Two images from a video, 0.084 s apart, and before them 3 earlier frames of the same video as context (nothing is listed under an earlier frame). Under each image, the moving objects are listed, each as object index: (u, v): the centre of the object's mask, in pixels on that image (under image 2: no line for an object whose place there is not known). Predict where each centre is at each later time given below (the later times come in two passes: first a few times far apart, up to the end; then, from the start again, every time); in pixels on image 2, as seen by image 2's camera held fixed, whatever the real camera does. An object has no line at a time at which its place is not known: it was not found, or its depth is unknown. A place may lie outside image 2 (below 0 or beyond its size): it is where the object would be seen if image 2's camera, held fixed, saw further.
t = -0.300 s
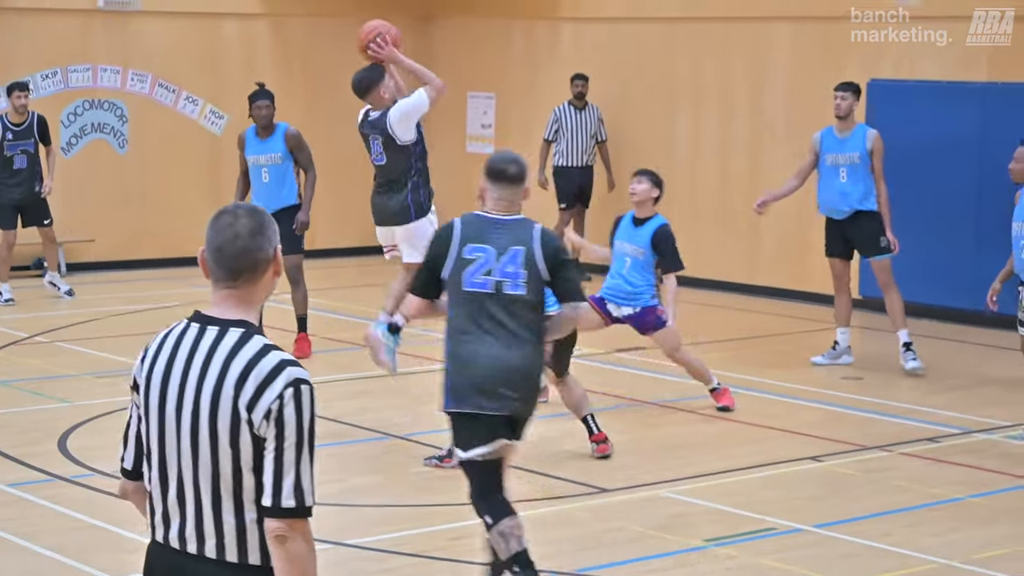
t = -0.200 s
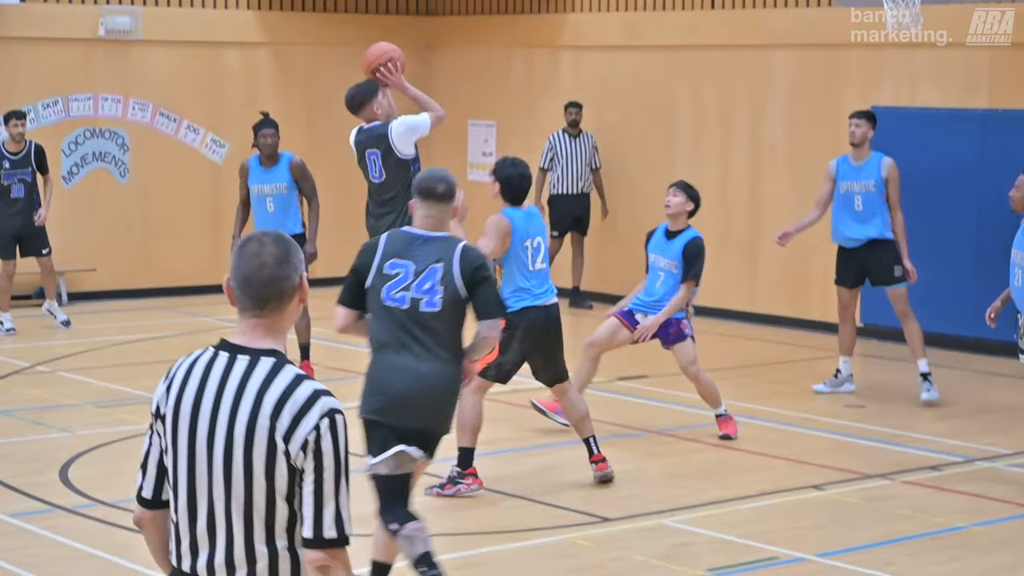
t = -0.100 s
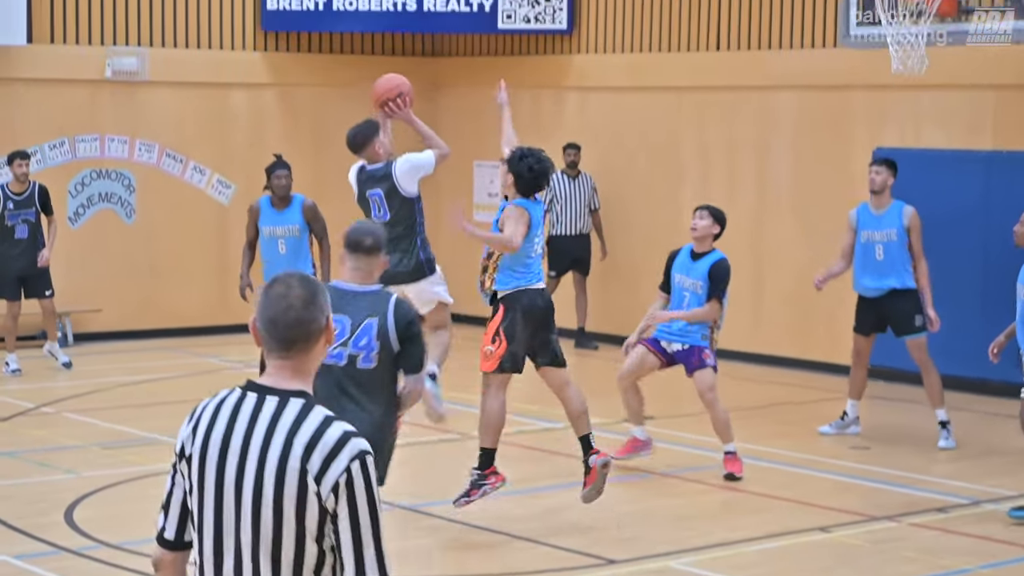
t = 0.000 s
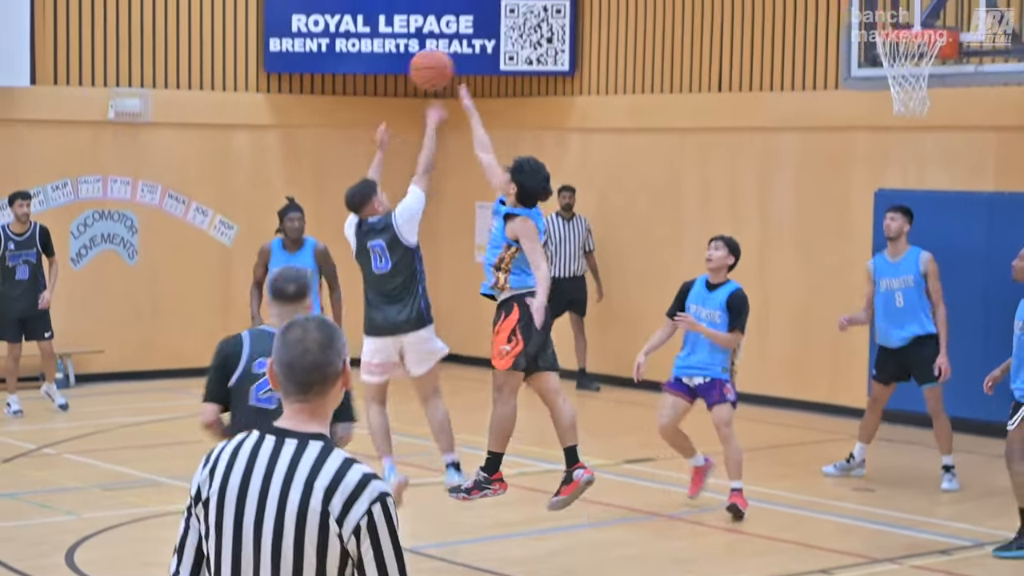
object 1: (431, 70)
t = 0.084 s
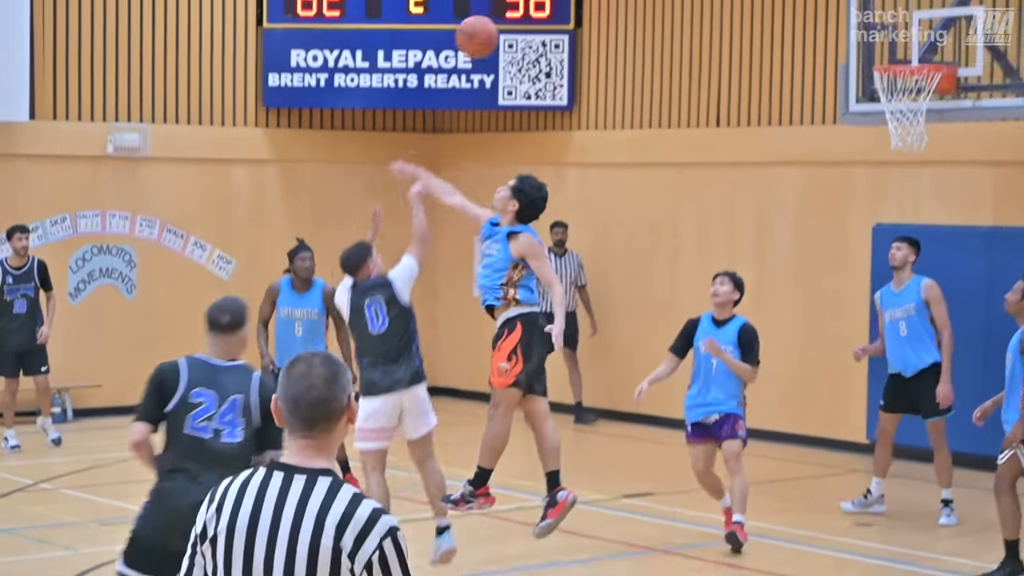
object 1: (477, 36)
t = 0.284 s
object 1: (582, -69)
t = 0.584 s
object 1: (720, -103)
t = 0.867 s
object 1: (836, -3)
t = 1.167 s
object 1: (876, 3)
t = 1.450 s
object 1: (882, 39)
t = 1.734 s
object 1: (931, 100)
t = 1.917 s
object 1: (925, 131)
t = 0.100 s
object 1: (486, 25)
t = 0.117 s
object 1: (495, 14)
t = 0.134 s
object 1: (504, 3)
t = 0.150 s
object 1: (512, -7)
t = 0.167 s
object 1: (522, -17)
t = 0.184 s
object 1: (531, -25)
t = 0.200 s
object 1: (540, -33)
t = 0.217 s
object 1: (548, -40)
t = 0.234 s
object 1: (557, -48)
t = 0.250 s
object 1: (565, -55)
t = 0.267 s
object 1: (573, -63)
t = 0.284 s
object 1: (582, -69)
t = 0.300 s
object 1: (590, -75)
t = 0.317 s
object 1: (598, -81)
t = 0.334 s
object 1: (606, -86)
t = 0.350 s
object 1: (615, -91)
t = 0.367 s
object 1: (623, -95)
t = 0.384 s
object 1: (630, -99)
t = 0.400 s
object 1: (638, -102)
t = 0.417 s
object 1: (645, -104)
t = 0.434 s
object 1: (653, -106)
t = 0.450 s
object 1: (661, -107)
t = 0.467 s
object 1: (668, -108)
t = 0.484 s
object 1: (676, -108)
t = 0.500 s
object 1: (684, -109)
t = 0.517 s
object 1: (691, -108)
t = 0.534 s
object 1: (698, -108)
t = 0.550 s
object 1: (705, -106)
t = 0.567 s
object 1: (713, -105)
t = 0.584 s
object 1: (720, -103)
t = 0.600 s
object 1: (727, -101)
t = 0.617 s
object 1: (735, -97)
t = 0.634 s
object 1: (743, -94)
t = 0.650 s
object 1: (750, -90)
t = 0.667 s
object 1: (756, -85)
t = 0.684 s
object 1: (764, -81)
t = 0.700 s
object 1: (771, -76)
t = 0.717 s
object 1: (777, -70)
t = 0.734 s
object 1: (784, -64)
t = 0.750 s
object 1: (791, -58)
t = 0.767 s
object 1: (797, -51)
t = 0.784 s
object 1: (805, -45)
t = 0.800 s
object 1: (811, -37)
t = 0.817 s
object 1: (817, -29)
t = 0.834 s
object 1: (824, -21)
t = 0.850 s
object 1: (830, -12)
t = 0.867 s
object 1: (836, -3)
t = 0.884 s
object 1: (843, 6)
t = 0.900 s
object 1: (850, 15)
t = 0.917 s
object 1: (856, 25)
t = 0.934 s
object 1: (862, 36)
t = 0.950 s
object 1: (869, 46)
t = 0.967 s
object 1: (870, 49)
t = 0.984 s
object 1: (871, 42)
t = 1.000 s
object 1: (871, 37)
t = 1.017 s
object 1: (871, 32)
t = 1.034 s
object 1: (872, 27)
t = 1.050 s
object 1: (873, 22)
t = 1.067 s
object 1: (874, 18)
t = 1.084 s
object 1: (874, 14)
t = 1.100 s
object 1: (875, 11)
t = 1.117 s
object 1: (875, 9)
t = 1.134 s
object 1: (876, 7)
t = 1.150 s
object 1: (876, 4)
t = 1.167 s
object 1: (876, 3)
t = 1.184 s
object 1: (877, 2)
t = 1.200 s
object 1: (877, 1)
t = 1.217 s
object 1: (877, 1)
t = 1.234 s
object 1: (878, 1)
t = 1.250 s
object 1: (878, 1)
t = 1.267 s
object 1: (879, 2)
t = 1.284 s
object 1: (880, 3)
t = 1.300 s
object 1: (880, 4)
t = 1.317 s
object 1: (879, 8)
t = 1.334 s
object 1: (880, 10)
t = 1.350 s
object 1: (880, 12)
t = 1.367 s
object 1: (881, 15)
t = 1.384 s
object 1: (881, 19)
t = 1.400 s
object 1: (881, 23)
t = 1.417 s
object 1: (881, 28)
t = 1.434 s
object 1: (881, 33)
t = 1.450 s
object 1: (882, 39)
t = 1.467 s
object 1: (882, 44)
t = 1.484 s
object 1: (882, 48)
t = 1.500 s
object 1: (886, 51)
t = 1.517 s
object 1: (890, 51)
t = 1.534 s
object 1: (894, 52)
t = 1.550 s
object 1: (897, 54)
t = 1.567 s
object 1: (901, 55)
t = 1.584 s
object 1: (906, 56)
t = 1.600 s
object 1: (910, 58)
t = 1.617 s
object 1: (916, 60)
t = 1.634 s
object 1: (911, 82)
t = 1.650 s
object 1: (917, 85)
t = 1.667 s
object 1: (922, 88)
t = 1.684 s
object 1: (926, 94)
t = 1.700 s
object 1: (929, 95)
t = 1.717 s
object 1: (930, 99)
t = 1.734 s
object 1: (931, 100)
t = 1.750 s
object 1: (931, 103)
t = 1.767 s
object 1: (930, 105)
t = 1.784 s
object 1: (931, 107)
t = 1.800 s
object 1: (931, 110)
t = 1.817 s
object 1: (931, 112)
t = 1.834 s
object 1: (931, 113)
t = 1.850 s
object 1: (930, 114)
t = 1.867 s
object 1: (929, 119)
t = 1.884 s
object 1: (926, 127)
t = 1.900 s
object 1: (926, 127)
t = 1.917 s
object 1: (925, 131)
